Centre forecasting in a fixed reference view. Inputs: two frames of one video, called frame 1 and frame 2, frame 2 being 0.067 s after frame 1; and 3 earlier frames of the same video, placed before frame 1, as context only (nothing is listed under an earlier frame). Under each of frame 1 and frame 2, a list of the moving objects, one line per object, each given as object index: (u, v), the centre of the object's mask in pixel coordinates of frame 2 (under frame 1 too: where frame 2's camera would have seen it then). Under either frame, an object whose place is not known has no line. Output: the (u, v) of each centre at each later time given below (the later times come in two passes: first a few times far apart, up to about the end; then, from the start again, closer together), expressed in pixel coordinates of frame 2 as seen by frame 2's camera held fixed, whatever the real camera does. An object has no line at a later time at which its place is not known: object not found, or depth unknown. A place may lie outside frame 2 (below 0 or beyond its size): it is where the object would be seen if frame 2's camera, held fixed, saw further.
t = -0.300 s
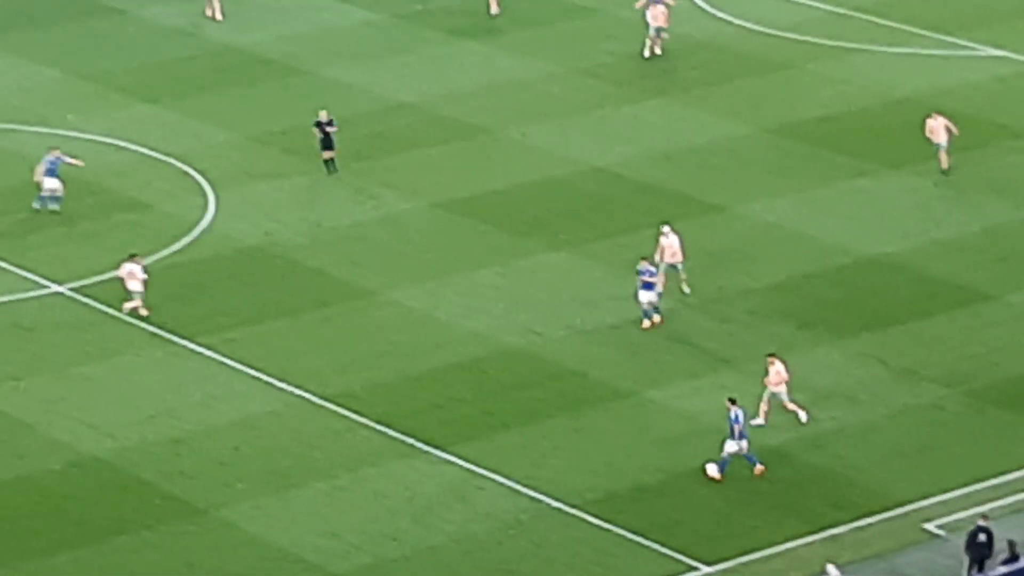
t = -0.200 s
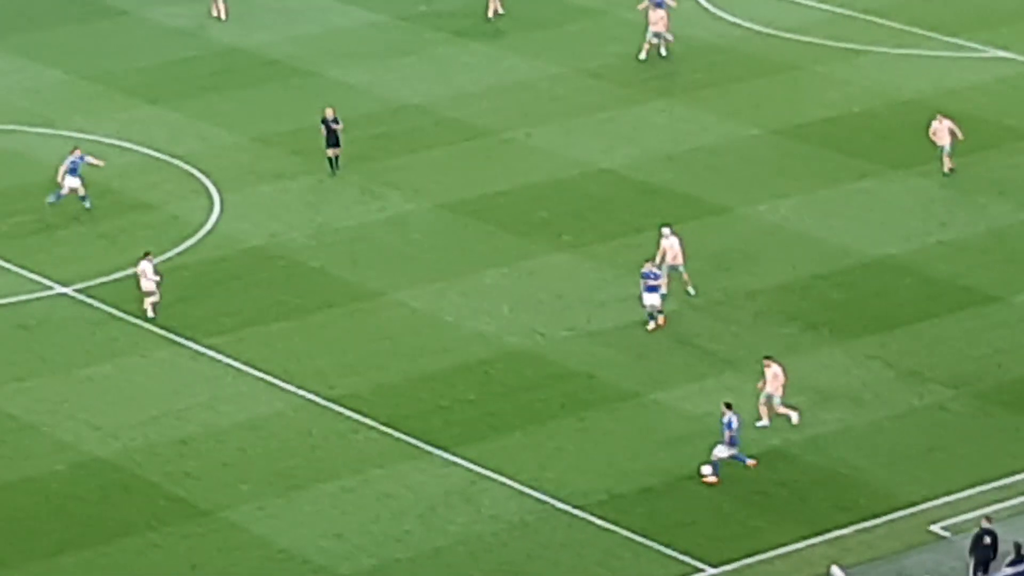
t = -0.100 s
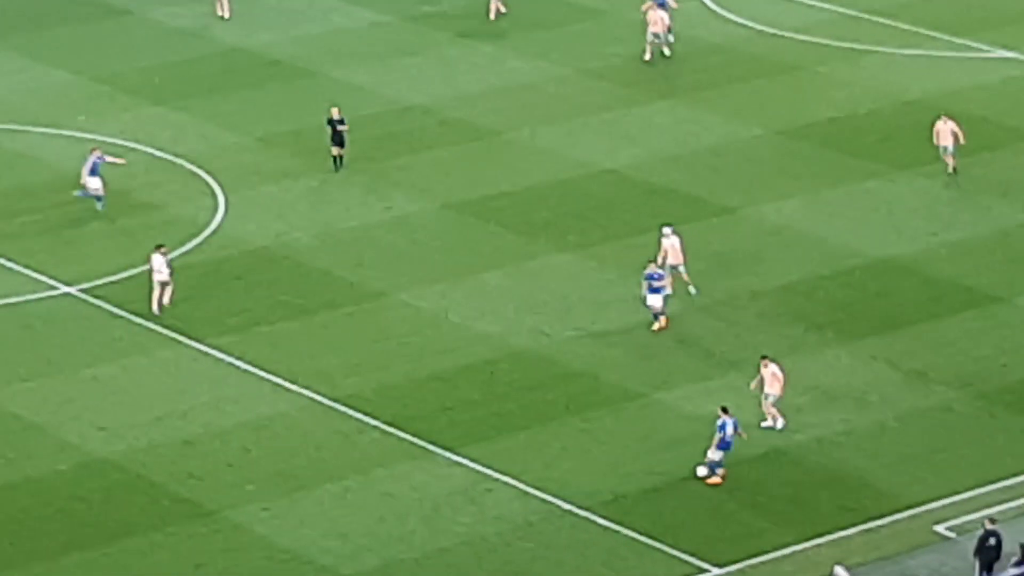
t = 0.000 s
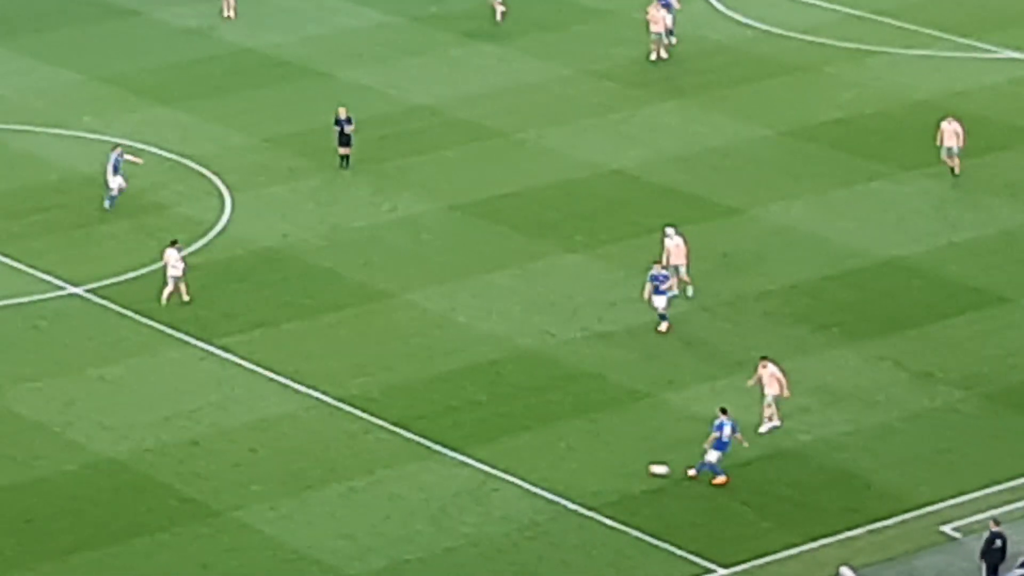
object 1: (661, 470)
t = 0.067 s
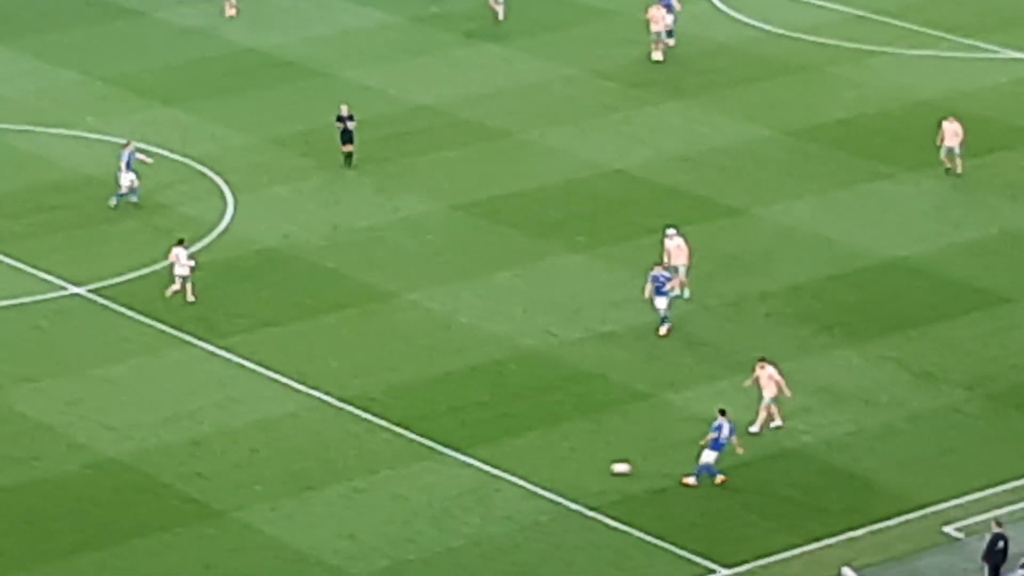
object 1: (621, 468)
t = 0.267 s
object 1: (507, 463)
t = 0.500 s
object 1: (392, 458)
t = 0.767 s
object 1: (281, 452)
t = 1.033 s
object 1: (191, 450)
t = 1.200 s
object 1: (141, 448)
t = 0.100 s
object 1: (600, 468)
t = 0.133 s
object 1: (581, 467)
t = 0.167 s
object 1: (562, 465)
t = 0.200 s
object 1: (543, 464)
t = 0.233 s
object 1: (526, 463)
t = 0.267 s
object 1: (507, 463)
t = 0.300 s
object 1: (490, 462)
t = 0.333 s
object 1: (473, 462)
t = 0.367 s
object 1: (456, 460)
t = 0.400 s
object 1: (439, 459)
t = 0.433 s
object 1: (424, 458)
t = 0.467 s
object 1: (407, 458)
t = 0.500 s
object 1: (392, 458)
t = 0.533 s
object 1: (377, 457)
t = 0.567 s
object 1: (363, 456)
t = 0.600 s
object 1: (348, 455)
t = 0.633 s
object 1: (334, 455)
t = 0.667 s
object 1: (320, 455)
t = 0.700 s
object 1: (306, 454)
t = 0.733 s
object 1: (294, 454)
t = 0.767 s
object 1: (281, 452)
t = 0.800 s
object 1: (268, 452)
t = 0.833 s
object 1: (255, 452)
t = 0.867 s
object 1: (244, 451)
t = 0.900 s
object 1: (233, 450)
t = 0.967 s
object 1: (211, 449)
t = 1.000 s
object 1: (201, 449)
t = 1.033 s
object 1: (191, 450)
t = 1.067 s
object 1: (180, 449)
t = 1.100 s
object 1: (170, 448)
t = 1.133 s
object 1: (160, 447)
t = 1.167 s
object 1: (150, 447)
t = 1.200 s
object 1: (141, 448)
